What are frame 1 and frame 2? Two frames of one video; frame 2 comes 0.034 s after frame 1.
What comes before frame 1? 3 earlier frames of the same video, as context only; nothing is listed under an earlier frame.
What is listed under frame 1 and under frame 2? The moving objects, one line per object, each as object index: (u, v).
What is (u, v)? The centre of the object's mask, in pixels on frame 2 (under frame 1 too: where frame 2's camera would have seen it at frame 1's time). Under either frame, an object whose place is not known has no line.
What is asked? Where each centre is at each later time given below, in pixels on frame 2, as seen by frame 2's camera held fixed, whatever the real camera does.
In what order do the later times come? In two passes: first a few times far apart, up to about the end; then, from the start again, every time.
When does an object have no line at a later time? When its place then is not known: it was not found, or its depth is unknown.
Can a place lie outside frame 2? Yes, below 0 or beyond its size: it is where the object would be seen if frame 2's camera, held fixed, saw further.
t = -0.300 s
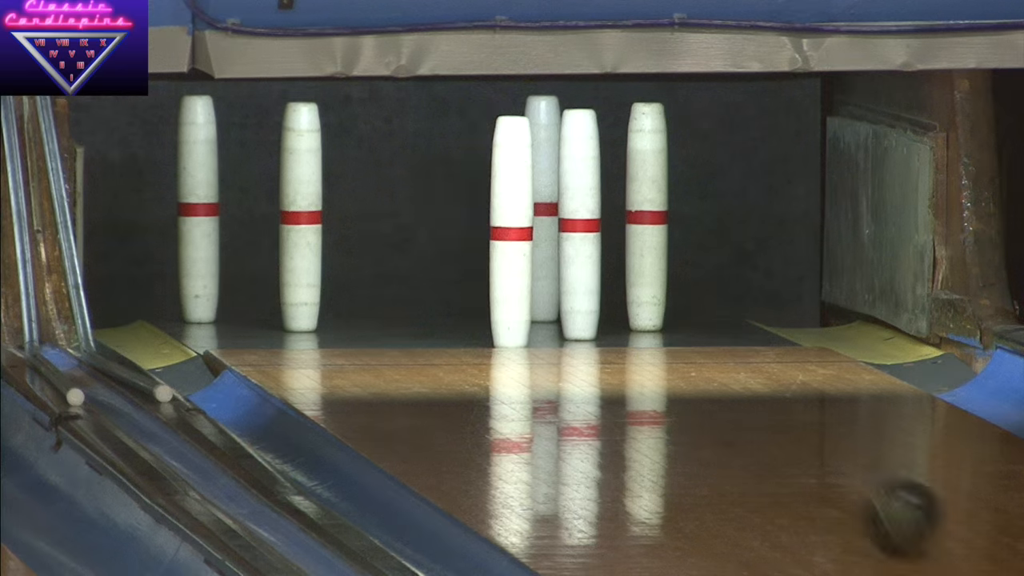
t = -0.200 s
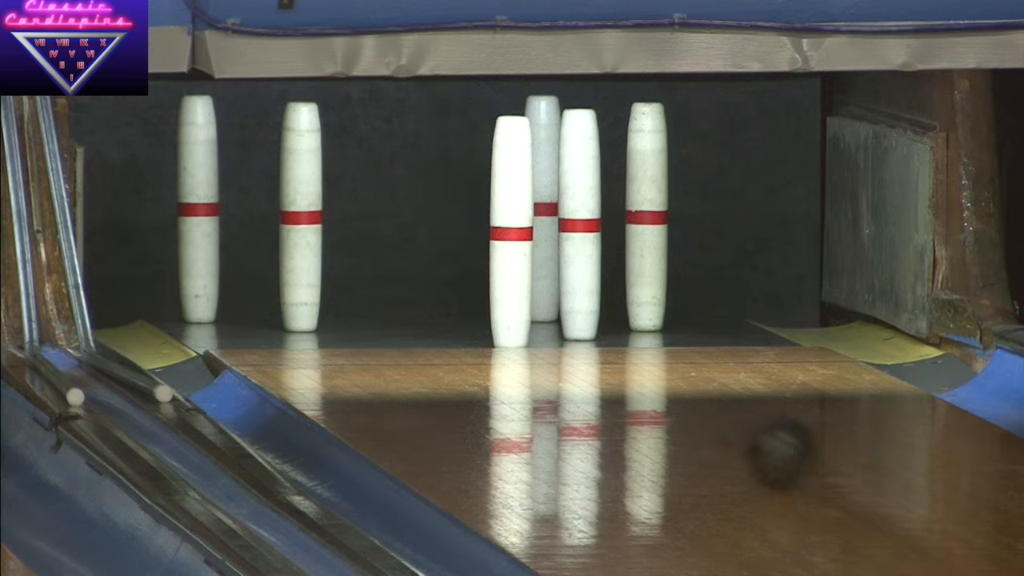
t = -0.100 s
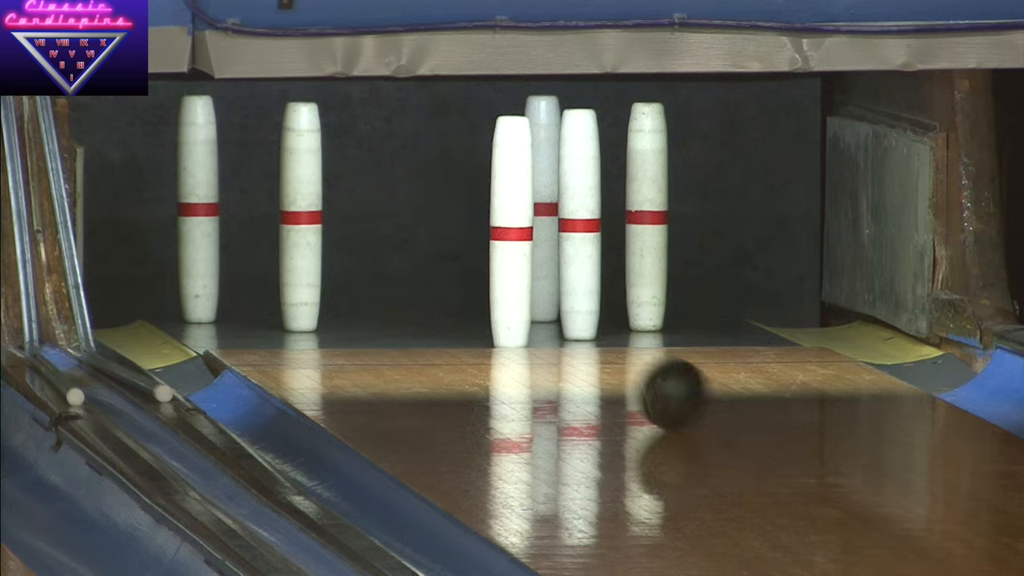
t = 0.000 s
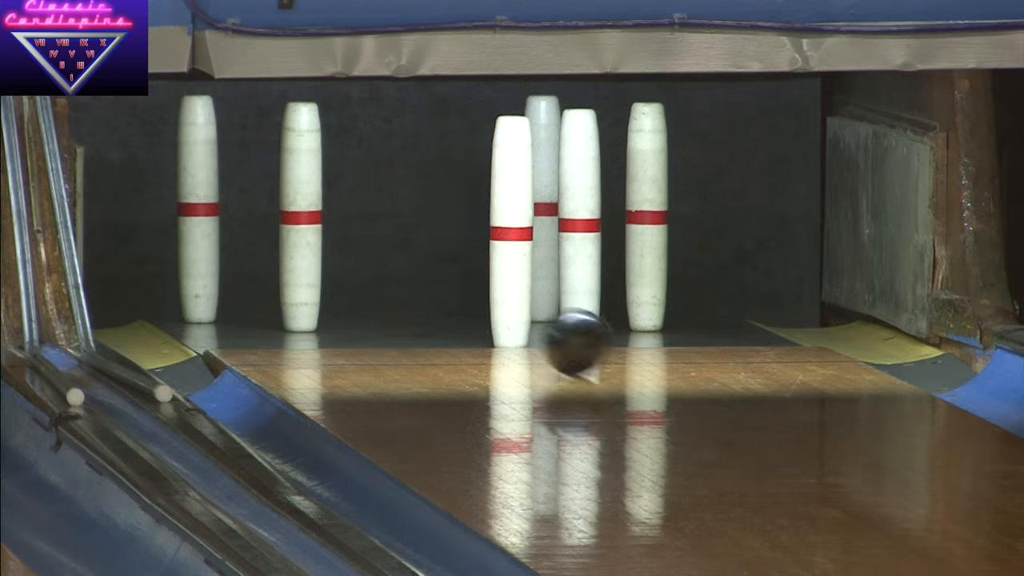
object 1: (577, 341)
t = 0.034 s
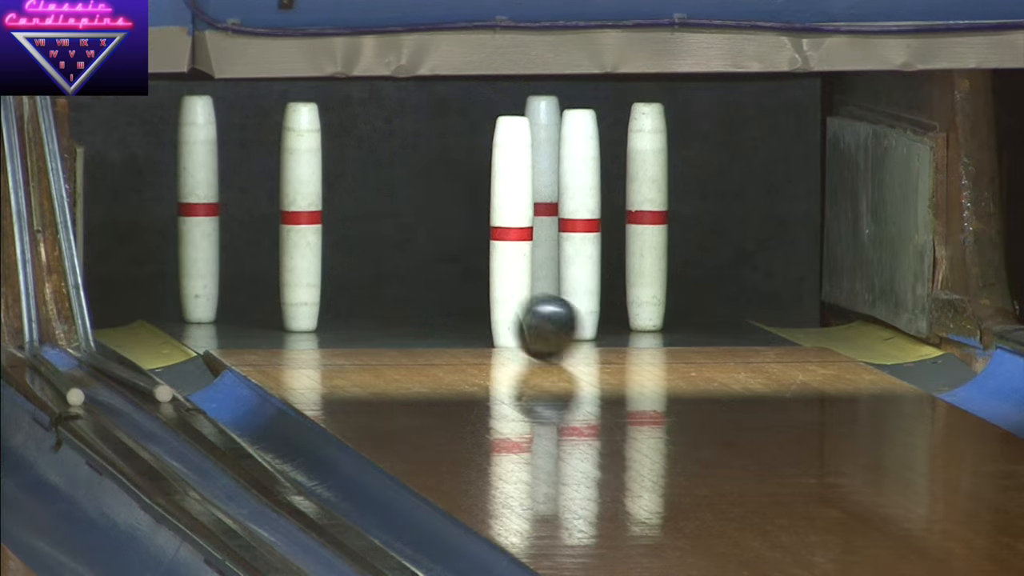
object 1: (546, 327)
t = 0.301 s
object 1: (377, 281)
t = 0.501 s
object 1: (365, 301)
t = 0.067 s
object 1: (519, 313)
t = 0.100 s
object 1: (504, 315)
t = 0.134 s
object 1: (488, 305)
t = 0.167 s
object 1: (460, 294)
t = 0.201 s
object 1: (435, 289)
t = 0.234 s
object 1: (415, 283)
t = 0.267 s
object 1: (388, 286)
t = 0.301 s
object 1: (377, 281)
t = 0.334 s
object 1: (373, 273)
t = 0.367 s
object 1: (371, 270)
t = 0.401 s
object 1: (369, 272)
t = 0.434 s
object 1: (367, 278)
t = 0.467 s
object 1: (365, 288)
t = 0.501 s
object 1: (365, 301)
